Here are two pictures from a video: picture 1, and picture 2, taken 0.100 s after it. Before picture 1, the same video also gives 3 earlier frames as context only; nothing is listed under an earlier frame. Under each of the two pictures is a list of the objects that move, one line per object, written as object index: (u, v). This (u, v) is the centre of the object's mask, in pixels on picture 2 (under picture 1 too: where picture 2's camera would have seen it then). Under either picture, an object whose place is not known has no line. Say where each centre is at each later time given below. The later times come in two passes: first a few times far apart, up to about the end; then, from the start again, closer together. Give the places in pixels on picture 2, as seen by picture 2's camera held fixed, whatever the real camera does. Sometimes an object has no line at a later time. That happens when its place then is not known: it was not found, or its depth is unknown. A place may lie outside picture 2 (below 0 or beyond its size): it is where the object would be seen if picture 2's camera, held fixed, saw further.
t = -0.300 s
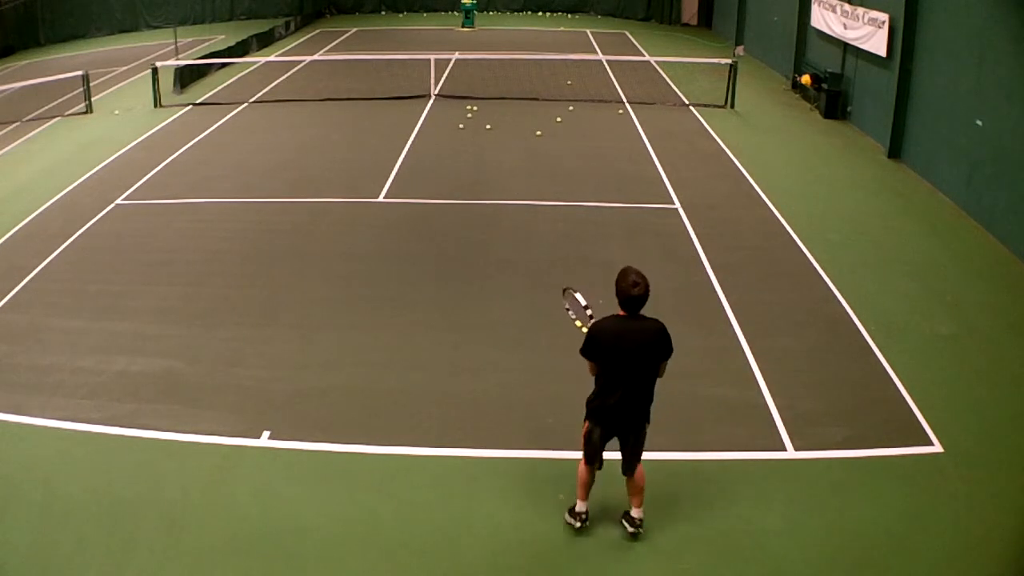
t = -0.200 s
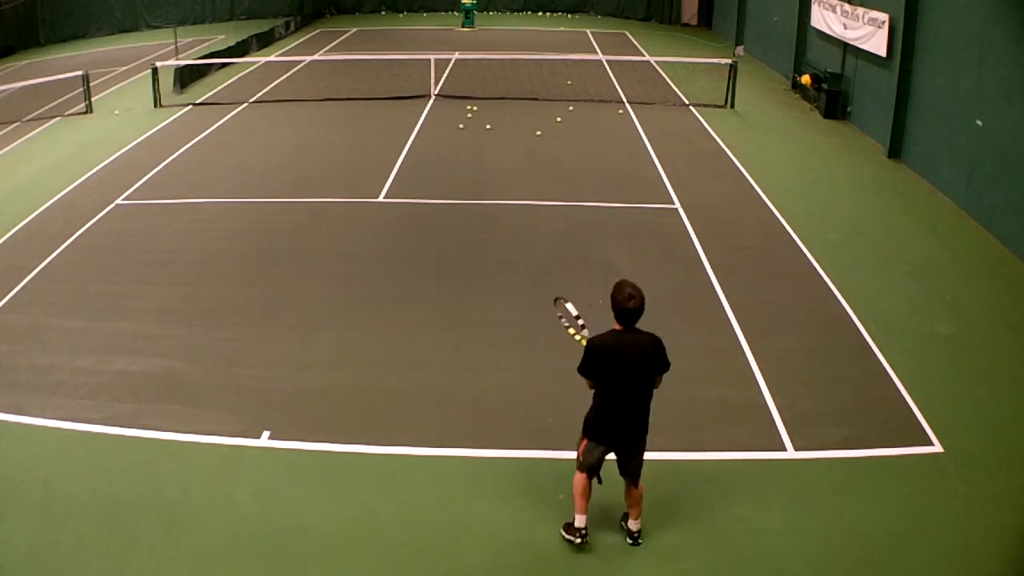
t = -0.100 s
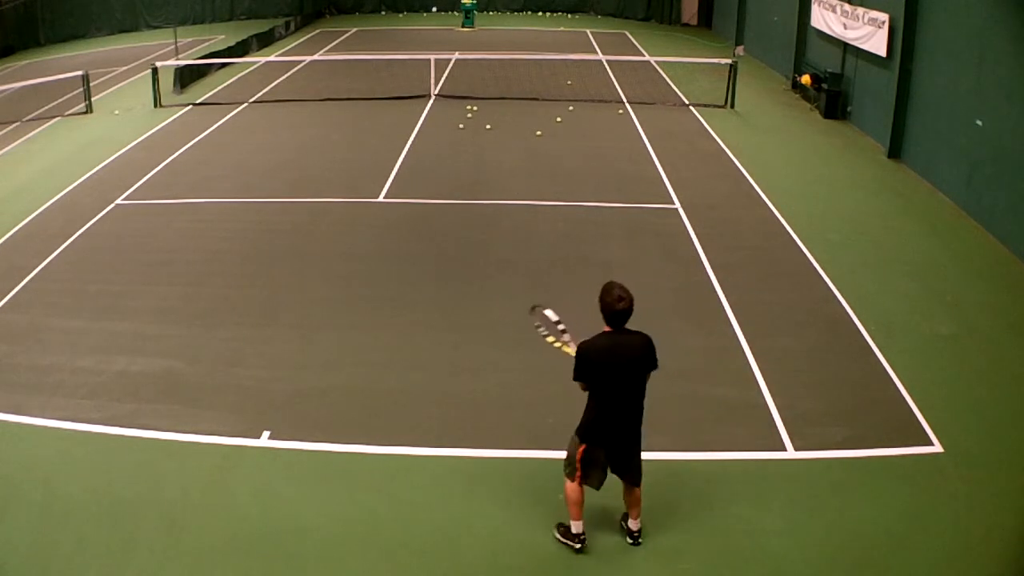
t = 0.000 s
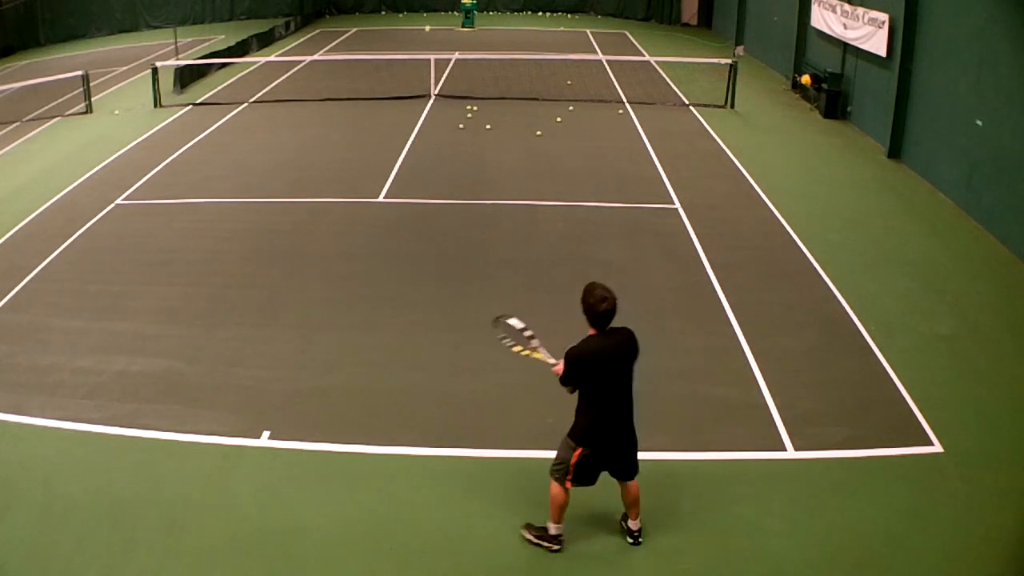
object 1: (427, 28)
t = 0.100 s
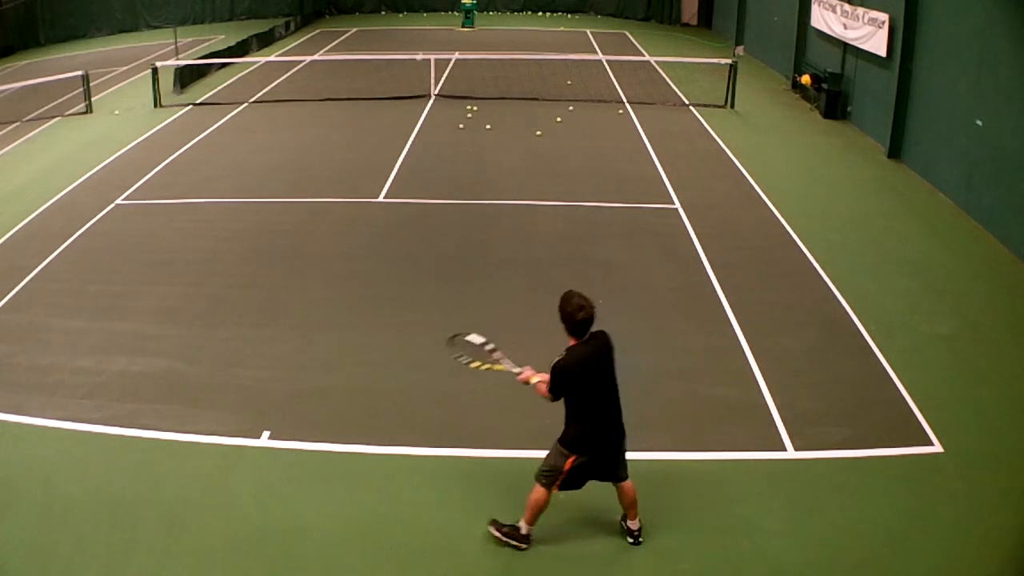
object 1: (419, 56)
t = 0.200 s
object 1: (411, 97)
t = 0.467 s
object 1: (382, 234)
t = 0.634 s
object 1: (364, 226)
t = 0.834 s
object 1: (336, 256)
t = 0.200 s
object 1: (411, 97)
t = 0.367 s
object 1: (393, 202)
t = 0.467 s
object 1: (382, 234)
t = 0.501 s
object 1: (379, 231)
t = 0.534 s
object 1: (375, 228)
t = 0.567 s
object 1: (371, 226)
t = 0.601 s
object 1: (368, 226)
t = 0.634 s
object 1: (364, 226)
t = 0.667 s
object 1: (360, 227)
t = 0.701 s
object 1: (355, 230)
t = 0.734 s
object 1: (351, 234)
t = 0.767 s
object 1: (346, 239)
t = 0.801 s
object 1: (341, 247)
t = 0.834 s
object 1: (336, 256)
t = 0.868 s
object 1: (331, 266)
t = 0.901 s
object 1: (325, 279)
